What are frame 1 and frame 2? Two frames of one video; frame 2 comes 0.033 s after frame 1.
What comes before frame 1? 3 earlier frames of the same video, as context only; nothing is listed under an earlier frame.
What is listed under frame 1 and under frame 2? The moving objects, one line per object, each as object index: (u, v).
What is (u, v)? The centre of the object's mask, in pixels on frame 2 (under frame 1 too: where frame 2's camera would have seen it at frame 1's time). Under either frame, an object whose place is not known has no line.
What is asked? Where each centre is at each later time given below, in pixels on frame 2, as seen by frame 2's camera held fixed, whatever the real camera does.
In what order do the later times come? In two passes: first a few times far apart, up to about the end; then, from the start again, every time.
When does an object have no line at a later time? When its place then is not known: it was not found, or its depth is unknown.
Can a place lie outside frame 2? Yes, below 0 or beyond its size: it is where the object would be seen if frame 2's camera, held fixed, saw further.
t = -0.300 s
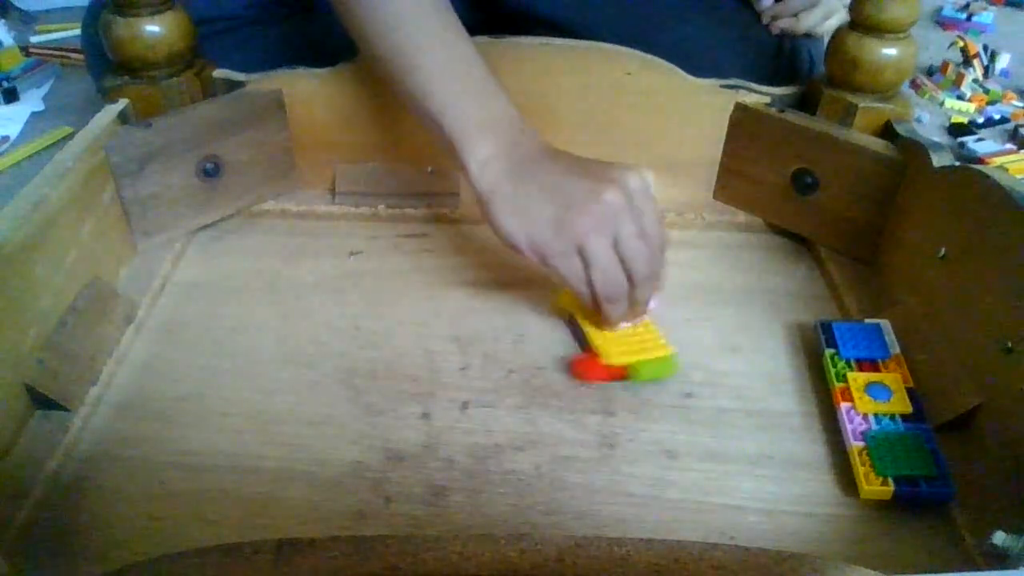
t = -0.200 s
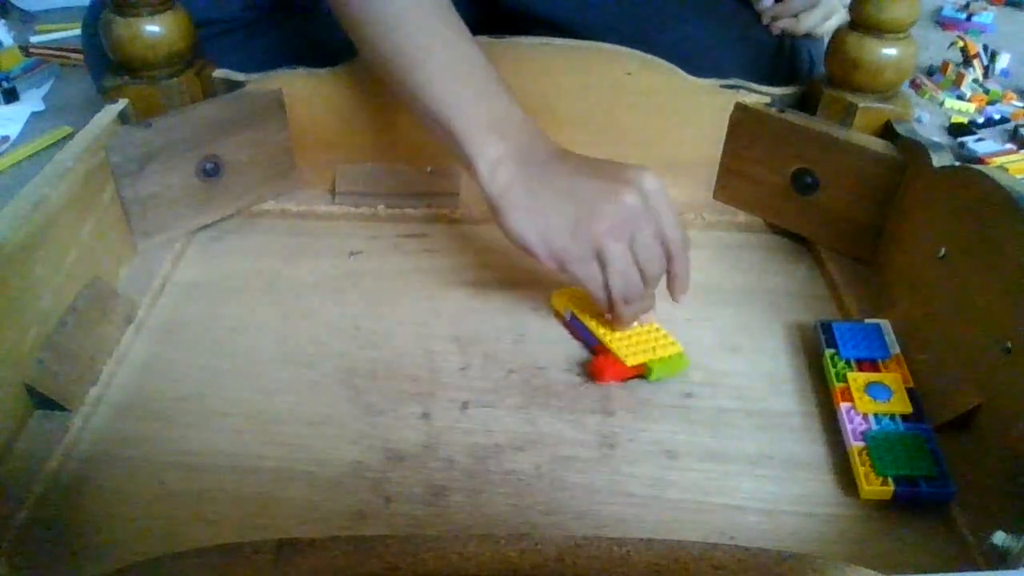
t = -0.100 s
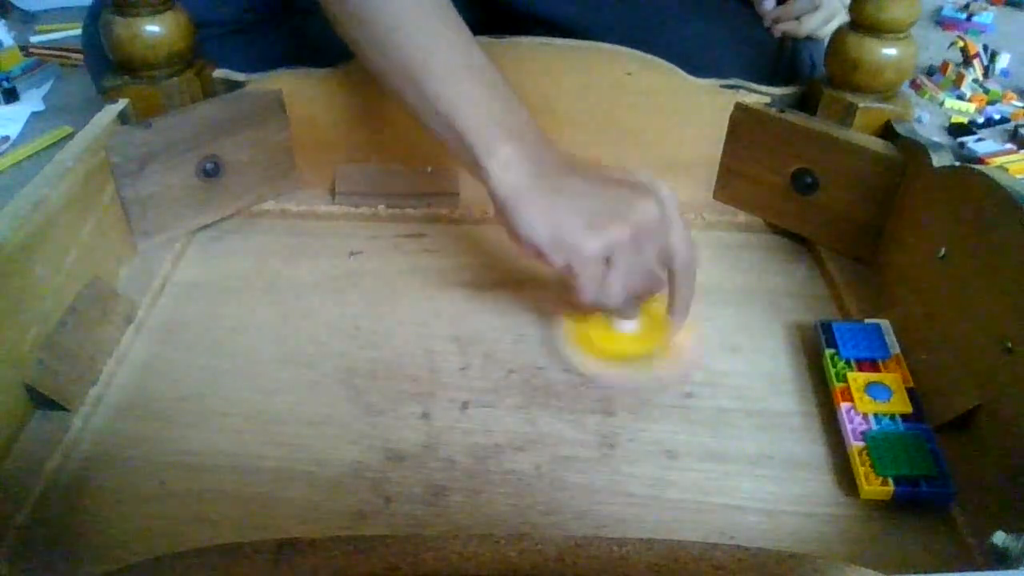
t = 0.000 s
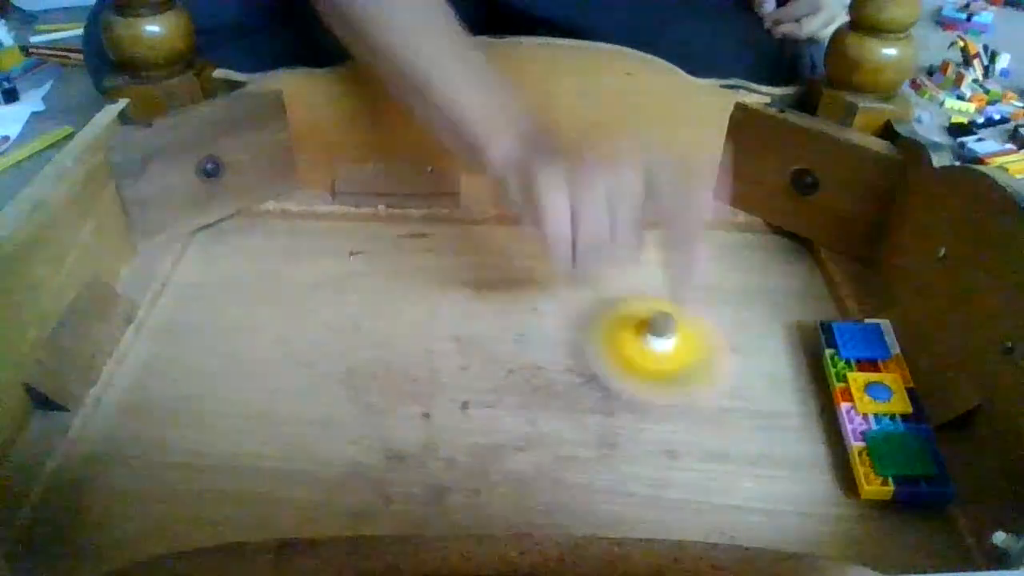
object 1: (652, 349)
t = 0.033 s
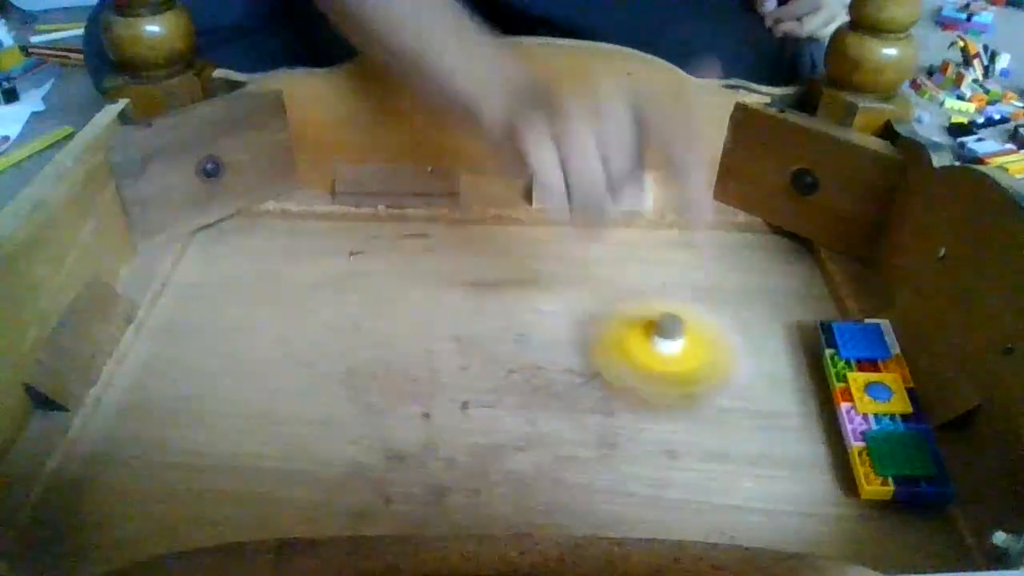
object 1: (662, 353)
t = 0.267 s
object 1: (683, 342)
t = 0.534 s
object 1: (697, 328)
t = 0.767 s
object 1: (704, 316)
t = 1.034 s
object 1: (704, 297)
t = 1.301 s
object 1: (702, 278)
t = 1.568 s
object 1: (692, 264)
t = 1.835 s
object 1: (598, 419)
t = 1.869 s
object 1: (590, 437)
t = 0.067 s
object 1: (667, 355)
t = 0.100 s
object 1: (674, 352)
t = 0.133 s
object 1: (670, 351)
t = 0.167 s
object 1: (676, 349)
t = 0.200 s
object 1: (676, 345)
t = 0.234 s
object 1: (683, 346)
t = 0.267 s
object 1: (683, 342)
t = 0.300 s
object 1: (682, 342)
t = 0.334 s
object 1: (688, 340)
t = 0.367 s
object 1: (685, 337)
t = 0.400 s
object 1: (691, 336)
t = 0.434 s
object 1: (691, 331)
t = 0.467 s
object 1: (692, 335)
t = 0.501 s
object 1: (697, 330)
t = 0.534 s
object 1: (697, 328)
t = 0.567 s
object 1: (700, 323)
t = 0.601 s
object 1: (700, 325)
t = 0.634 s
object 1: (705, 323)
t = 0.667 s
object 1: (699, 319)
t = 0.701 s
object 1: (705, 317)
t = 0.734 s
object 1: (698, 315)
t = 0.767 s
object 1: (704, 316)
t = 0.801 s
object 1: (701, 308)
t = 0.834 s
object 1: (706, 308)
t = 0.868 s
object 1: (707, 304)
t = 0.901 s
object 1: (706, 306)
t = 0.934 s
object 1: (705, 299)
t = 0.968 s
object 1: (705, 301)
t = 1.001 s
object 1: (706, 296)
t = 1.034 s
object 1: (704, 297)
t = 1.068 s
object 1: (703, 292)
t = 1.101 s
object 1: (704, 291)
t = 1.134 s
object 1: (706, 286)
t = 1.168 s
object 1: (704, 286)
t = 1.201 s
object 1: (703, 284)
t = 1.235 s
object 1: (703, 282)
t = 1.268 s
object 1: (705, 280)
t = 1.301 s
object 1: (702, 278)
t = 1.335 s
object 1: (703, 273)
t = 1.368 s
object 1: (702, 274)
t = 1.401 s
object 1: (701, 268)
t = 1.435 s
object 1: (701, 270)
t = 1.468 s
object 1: (698, 264)
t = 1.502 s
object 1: (701, 266)
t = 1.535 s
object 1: (692, 261)
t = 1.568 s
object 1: (692, 264)
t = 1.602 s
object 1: (685, 271)
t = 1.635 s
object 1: (666, 314)
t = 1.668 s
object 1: (651, 329)
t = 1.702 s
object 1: (647, 351)
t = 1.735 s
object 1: (627, 366)
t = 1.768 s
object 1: (624, 394)
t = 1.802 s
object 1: (602, 409)
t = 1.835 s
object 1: (598, 419)
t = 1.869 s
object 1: (590, 437)
